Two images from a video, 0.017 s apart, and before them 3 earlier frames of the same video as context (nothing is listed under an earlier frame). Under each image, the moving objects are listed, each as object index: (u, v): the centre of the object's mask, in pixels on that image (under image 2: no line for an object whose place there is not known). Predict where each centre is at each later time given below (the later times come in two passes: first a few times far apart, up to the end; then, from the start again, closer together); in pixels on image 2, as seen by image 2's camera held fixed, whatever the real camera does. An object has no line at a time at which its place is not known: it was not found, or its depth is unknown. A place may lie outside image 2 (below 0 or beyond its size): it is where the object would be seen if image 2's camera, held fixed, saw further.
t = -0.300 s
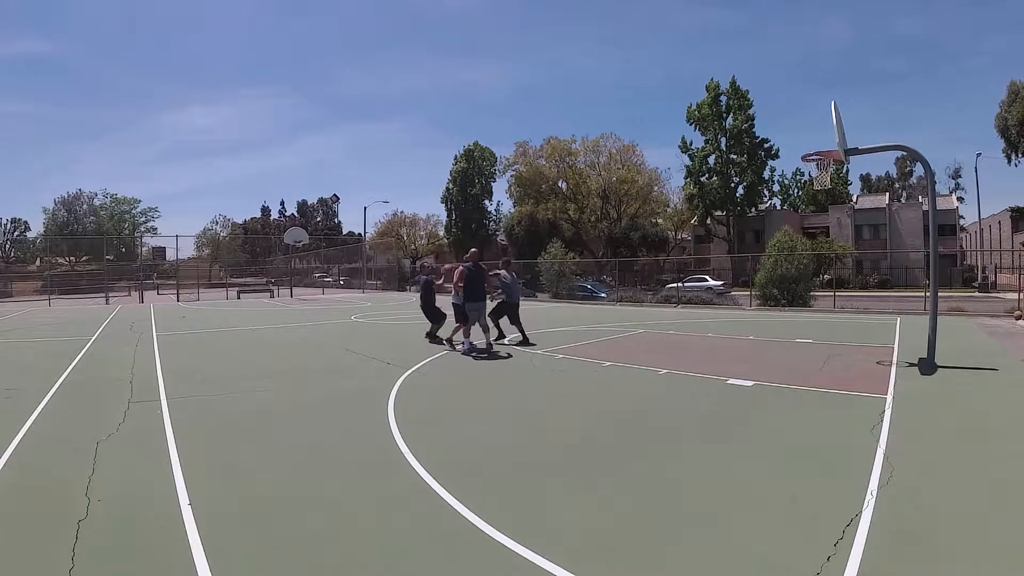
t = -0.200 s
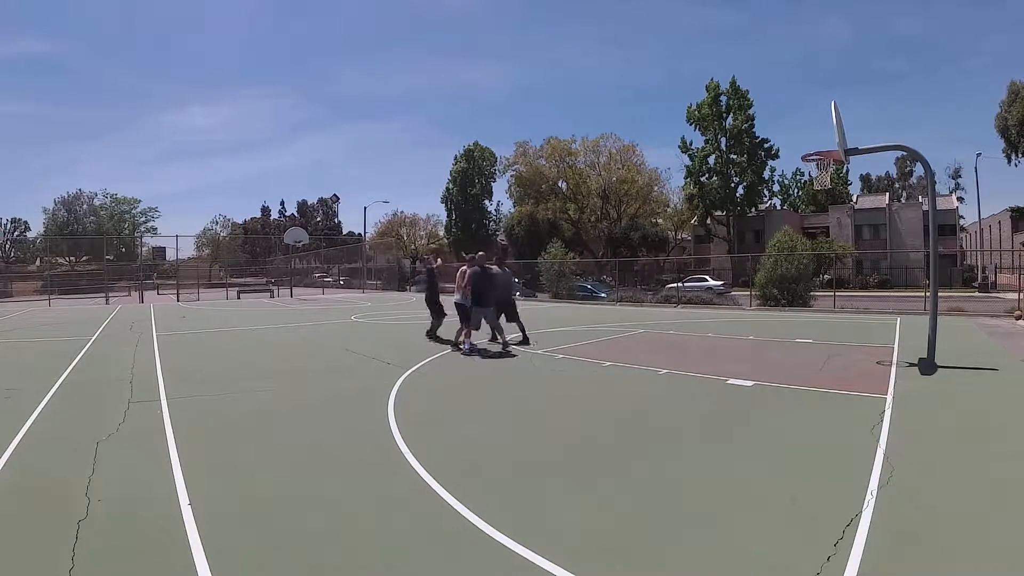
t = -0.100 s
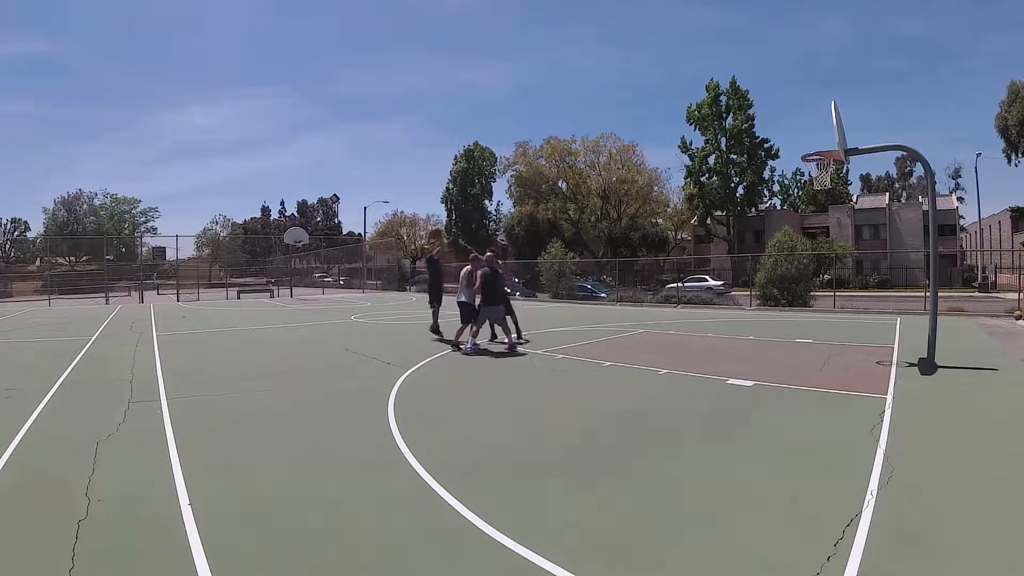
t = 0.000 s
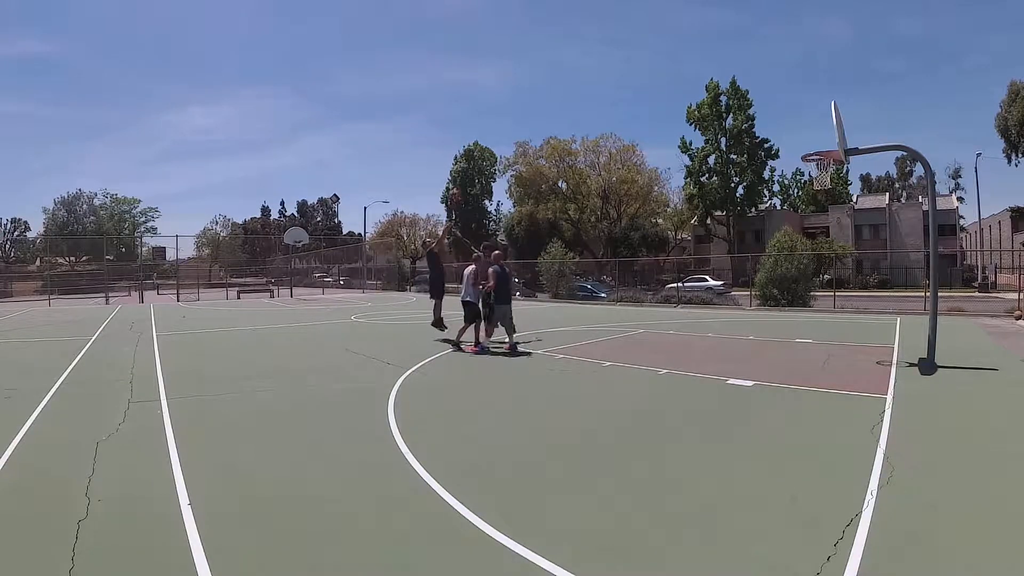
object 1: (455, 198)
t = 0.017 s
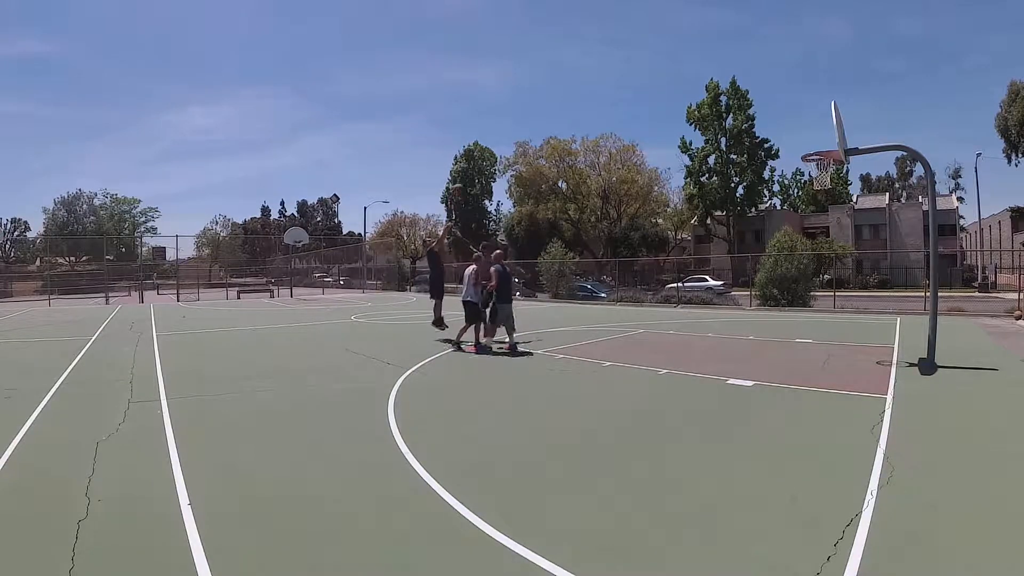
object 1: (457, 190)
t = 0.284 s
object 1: (519, 111)
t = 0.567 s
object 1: (593, 62)
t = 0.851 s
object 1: (678, 56)
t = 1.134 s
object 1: (776, 100)
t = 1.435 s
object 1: (803, 100)
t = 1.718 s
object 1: (759, 55)
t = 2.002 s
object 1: (725, 58)
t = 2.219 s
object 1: (703, 88)
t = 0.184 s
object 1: (496, 137)
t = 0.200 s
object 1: (500, 132)
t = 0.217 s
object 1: (503, 128)
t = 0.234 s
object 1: (507, 123)
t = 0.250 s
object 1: (511, 119)
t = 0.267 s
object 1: (515, 115)
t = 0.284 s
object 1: (519, 111)
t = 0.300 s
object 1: (523, 107)
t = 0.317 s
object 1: (527, 103)
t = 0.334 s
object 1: (532, 100)
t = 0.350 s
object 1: (536, 96)
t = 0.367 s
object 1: (540, 93)
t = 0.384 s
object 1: (544, 89)
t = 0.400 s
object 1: (549, 86)
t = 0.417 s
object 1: (553, 83)
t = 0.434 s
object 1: (557, 80)
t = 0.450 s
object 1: (562, 78)
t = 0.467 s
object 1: (566, 75)
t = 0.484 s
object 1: (570, 72)
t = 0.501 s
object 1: (575, 70)
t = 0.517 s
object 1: (579, 68)
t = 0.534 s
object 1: (584, 66)
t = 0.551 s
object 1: (589, 64)
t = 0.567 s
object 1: (593, 62)
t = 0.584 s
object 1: (598, 61)
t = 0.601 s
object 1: (603, 59)
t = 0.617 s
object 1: (607, 58)
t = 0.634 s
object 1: (612, 57)
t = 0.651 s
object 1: (617, 56)
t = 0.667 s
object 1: (622, 55)
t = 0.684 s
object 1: (627, 54)
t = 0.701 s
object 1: (631, 54)
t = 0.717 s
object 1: (637, 53)
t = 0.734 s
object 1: (642, 53)
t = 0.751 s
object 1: (647, 53)
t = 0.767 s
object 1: (652, 53)
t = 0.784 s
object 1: (657, 53)
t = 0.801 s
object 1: (662, 53)
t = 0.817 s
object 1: (667, 54)
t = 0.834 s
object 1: (673, 55)
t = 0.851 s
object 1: (678, 56)
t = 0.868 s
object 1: (683, 56)
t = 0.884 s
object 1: (689, 58)
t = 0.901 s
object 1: (694, 59)
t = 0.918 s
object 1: (700, 61)
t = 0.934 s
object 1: (705, 62)
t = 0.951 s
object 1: (711, 64)
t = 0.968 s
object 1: (716, 67)
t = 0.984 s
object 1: (722, 69)
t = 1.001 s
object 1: (728, 72)
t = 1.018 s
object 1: (734, 75)
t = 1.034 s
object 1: (740, 77)
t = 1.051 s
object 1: (745, 81)
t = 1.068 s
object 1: (751, 84)
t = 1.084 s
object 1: (758, 88)
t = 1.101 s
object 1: (763, 91)
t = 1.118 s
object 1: (769, 96)
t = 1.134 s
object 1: (776, 100)
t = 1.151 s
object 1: (782, 104)
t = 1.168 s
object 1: (788, 109)
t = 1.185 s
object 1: (794, 114)
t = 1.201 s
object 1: (800, 119)
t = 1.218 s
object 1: (806, 125)
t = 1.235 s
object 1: (812, 130)
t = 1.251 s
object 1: (818, 136)
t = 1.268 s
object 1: (824, 142)
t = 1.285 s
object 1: (829, 145)
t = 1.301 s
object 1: (827, 143)
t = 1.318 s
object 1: (824, 136)
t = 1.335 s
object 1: (821, 130)
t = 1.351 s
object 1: (818, 126)
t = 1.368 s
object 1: (815, 120)
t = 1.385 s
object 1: (812, 115)
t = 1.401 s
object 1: (809, 110)
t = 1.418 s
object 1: (806, 105)
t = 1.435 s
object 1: (803, 100)
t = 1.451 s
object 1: (800, 96)
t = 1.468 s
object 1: (797, 92)
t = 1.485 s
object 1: (794, 88)
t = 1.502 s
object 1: (792, 85)
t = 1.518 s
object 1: (788, 81)
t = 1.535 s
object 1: (786, 78)
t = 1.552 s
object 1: (783, 75)
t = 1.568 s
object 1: (781, 73)
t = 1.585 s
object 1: (778, 70)
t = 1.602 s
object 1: (775, 68)
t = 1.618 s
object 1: (773, 65)
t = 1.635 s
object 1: (770, 63)
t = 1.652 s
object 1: (768, 61)
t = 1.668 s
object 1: (766, 60)
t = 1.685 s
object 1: (763, 58)
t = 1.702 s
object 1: (761, 57)
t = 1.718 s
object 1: (759, 55)
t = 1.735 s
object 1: (756, 54)
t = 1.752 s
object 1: (754, 54)
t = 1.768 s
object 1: (752, 53)
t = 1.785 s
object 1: (750, 52)
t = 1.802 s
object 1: (748, 52)
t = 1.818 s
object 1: (745, 52)
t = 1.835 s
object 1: (743, 52)
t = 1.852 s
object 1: (741, 52)
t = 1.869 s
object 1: (739, 52)
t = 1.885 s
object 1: (737, 52)
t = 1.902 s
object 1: (736, 52)
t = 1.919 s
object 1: (734, 53)
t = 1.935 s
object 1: (732, 54)
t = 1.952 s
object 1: (730, 55)
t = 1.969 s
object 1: (728, 56)
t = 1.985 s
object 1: (726, 57)
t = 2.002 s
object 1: (725, 58)
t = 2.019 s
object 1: (723, 60)
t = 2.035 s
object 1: (721, 61)
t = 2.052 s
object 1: (719, 63)
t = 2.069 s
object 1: (718, 65)
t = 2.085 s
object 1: (716, 67)
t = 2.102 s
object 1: (715, 69)
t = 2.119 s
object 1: (713, 71)
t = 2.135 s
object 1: (711, 74)
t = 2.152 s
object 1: (710, 77)
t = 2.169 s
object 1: (709, 79)
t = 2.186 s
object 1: (707, 82)
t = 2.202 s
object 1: (706, 85)
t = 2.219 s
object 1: (703, 88)
